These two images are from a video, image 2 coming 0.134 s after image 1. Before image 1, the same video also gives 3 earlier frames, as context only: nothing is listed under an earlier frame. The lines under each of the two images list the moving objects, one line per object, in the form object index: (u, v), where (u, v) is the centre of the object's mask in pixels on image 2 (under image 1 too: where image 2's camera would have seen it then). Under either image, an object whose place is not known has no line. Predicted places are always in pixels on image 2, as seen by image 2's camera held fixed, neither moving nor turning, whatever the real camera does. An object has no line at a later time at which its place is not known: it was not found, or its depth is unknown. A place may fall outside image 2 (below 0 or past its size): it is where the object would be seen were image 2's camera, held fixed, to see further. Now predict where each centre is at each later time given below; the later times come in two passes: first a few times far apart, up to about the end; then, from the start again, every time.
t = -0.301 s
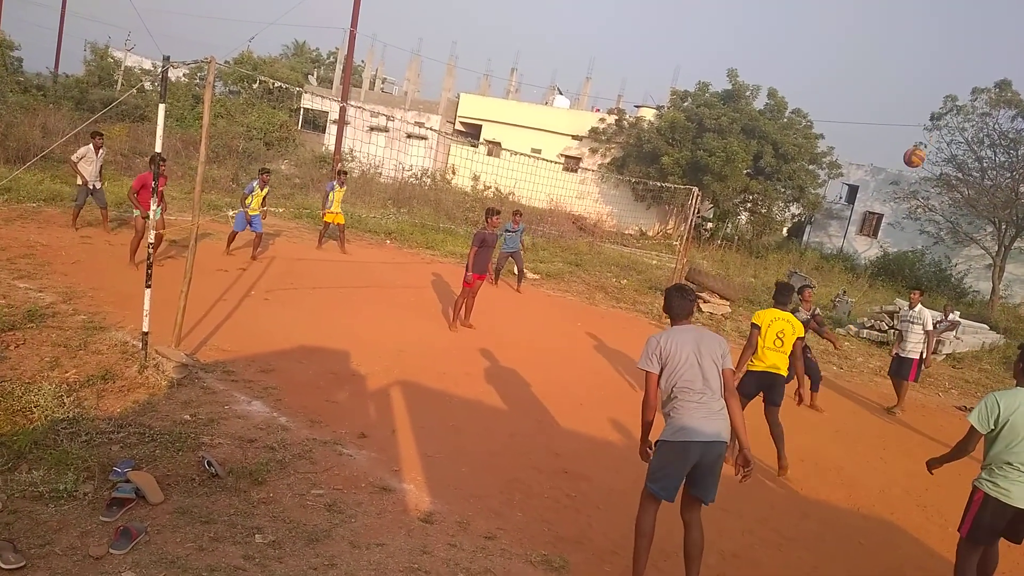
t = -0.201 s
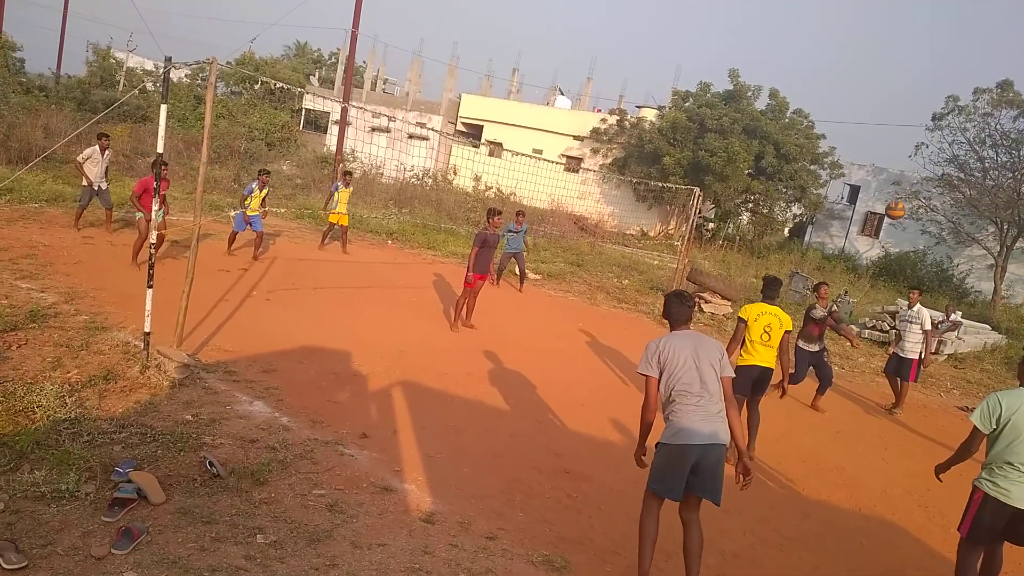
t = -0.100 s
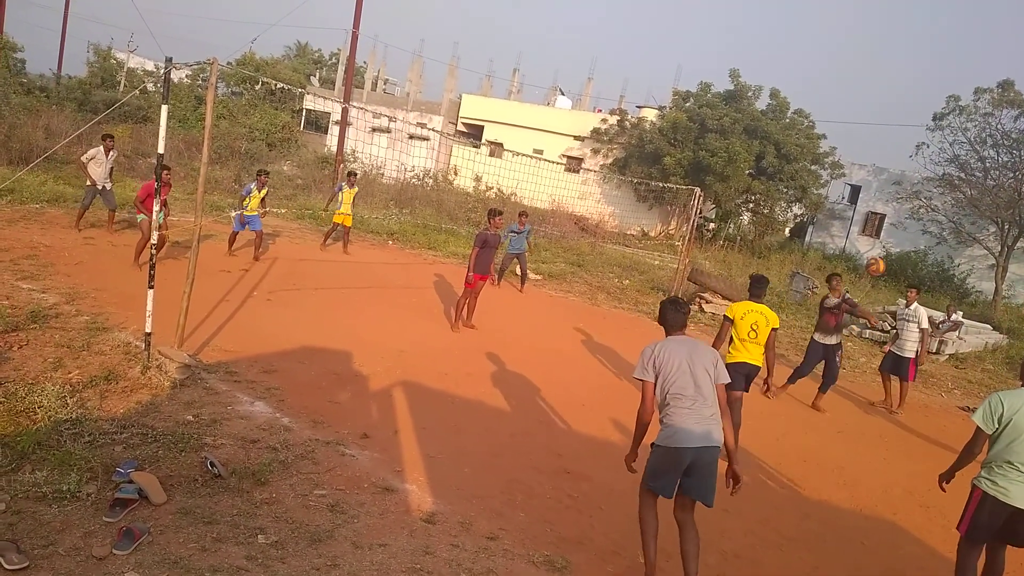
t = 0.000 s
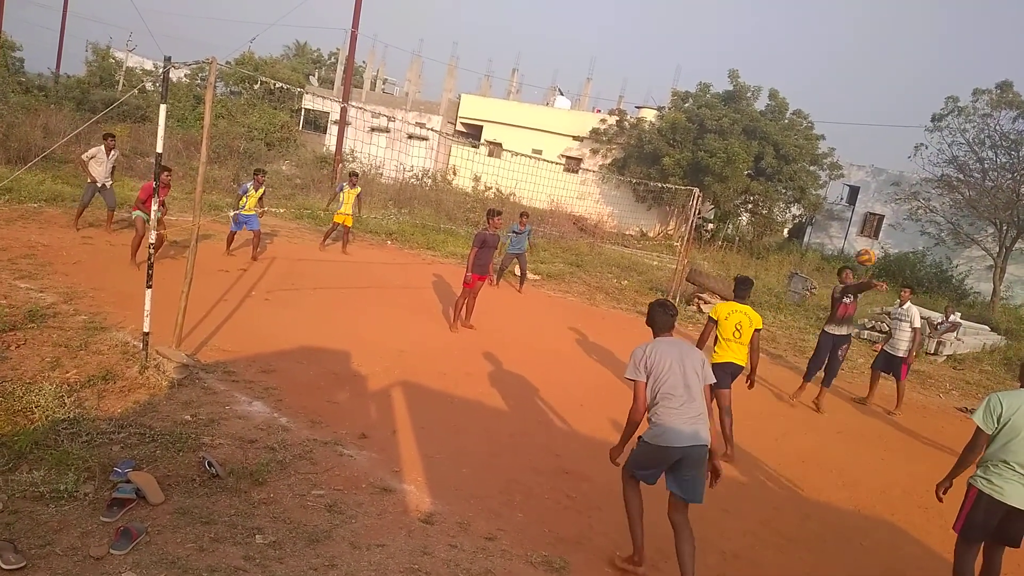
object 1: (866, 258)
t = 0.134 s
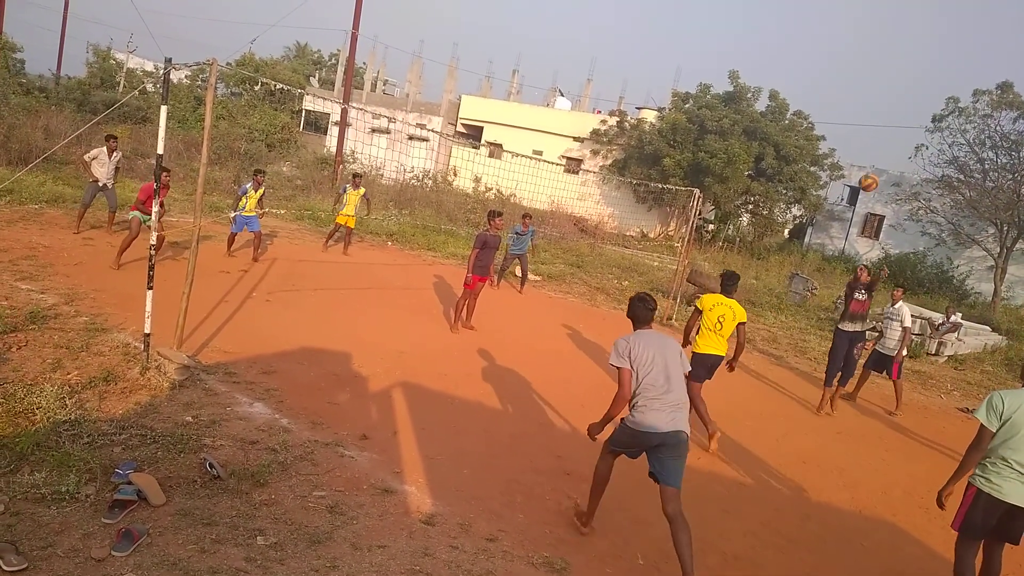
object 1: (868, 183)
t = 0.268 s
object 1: (867, 120)
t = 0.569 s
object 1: (847, 33)
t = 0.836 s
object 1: (809, 21)
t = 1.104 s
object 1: (757, 75)
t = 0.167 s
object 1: (868, 166)
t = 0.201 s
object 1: (868, 150)
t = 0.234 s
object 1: (868, 134)
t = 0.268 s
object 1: (867, 120)
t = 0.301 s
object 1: (866, 107)
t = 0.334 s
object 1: (864, 94)
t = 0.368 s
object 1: (862, 83)
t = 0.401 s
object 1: (860, 72)
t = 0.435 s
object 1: (858, 63)
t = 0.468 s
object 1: (856, 54)
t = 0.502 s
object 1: (853, 46)
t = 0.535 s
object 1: (851, 39)
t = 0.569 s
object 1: (847, 33)
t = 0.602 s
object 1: (843, 28)
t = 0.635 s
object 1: (839, 24)
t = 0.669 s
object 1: (835, 21)
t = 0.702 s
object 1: (831, 19)
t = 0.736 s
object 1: (826, 18)
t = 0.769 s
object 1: (820, 18)
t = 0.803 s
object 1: (815, 19)
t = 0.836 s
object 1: (809, 21)
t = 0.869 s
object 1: (804, 25)
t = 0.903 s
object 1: (798, 29)
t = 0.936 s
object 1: (792, 34)
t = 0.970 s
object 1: (786, 40)
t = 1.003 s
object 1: (779, 47)
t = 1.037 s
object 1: (772, 55)
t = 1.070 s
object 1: (765, 64)
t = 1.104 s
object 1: (757, 75)
